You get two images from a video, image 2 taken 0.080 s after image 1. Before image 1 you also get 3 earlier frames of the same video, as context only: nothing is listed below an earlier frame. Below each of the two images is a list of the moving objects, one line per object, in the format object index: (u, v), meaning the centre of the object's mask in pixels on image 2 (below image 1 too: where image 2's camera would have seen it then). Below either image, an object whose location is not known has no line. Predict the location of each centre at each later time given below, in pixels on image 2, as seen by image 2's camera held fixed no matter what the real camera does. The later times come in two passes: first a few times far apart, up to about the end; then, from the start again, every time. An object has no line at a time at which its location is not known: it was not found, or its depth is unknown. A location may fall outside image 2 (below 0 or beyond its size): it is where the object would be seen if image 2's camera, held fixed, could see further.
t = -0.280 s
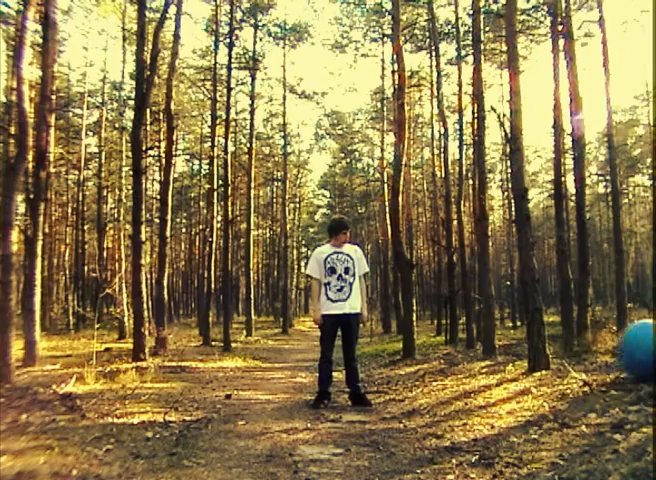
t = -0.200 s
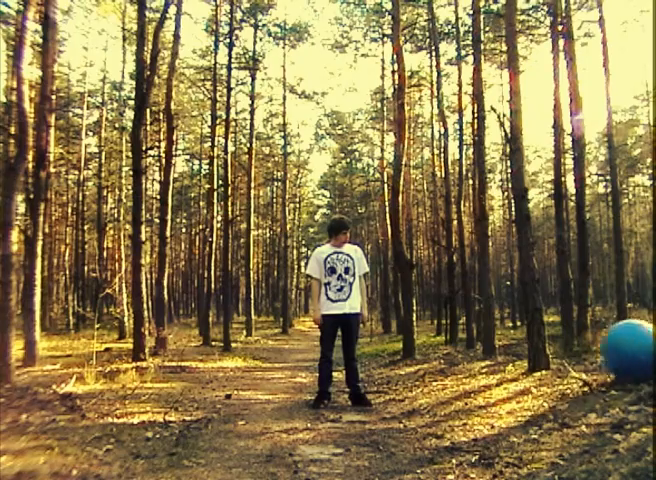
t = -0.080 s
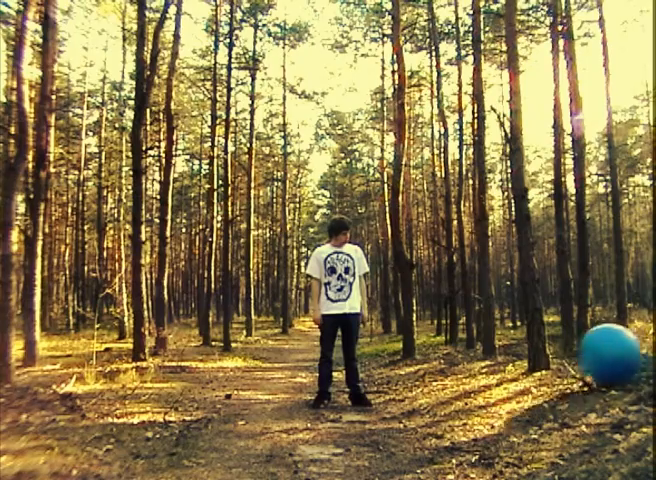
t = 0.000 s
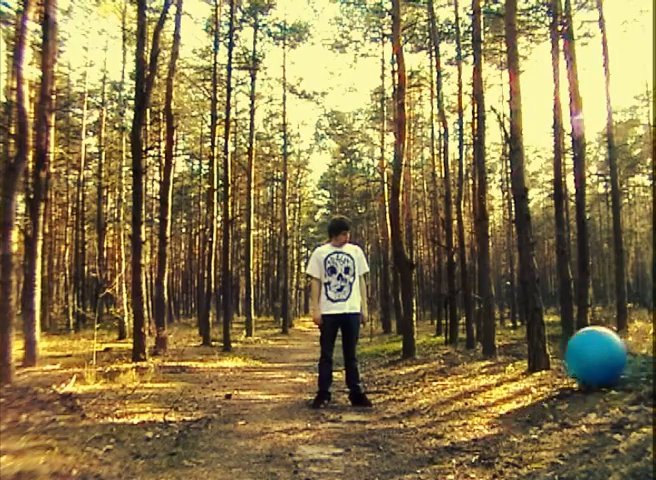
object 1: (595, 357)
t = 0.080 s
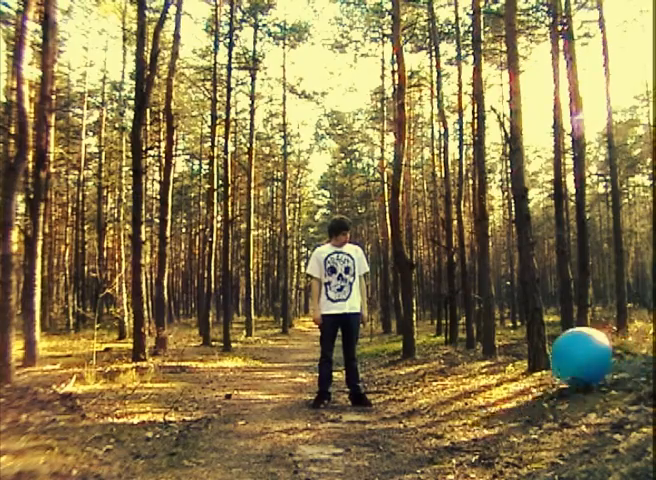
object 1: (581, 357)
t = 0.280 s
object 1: (544, 360)
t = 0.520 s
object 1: (498, 368)
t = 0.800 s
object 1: (444, 372)
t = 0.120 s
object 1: (574, 359)
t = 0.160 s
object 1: (568, 360)
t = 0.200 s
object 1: (559, 362)
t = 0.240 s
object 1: (552, 361)
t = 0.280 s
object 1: (544, 360)
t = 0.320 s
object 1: (537, 362)
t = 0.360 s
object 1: (530, 363)
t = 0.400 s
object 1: (523, 365)
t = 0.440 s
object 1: (515, 367)
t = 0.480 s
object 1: (507, 367)
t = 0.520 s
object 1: (498, 368)
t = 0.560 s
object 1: (490, 368)
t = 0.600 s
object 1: (482, 370)
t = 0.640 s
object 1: (475, 371)
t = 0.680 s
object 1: (467, 371)
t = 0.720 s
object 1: (459, 370)
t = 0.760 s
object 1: (451, 370)
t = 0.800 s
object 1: (444, 372)
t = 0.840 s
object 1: (436, 375)
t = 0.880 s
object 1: (427, 377)
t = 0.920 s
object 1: (419, 376)
